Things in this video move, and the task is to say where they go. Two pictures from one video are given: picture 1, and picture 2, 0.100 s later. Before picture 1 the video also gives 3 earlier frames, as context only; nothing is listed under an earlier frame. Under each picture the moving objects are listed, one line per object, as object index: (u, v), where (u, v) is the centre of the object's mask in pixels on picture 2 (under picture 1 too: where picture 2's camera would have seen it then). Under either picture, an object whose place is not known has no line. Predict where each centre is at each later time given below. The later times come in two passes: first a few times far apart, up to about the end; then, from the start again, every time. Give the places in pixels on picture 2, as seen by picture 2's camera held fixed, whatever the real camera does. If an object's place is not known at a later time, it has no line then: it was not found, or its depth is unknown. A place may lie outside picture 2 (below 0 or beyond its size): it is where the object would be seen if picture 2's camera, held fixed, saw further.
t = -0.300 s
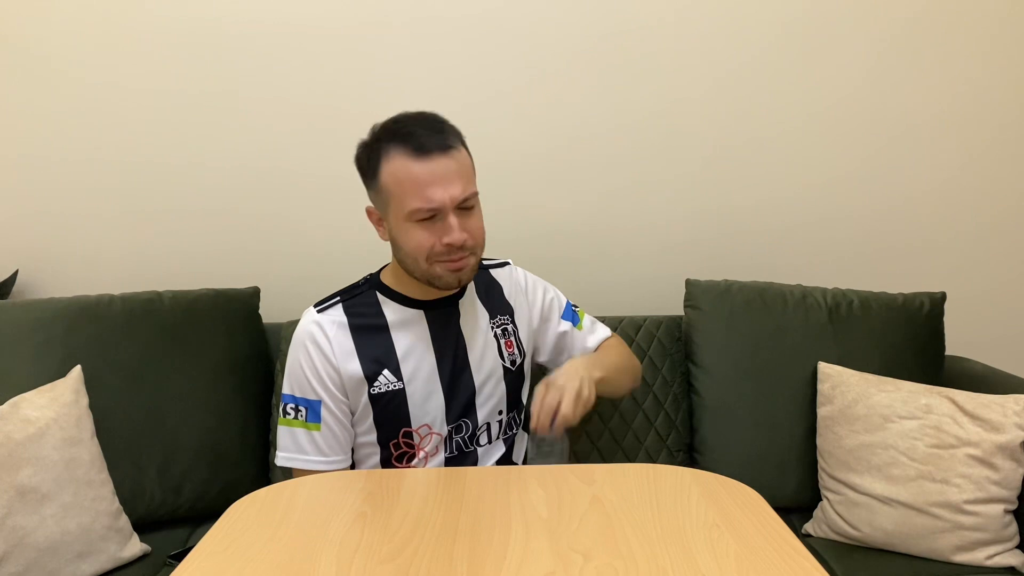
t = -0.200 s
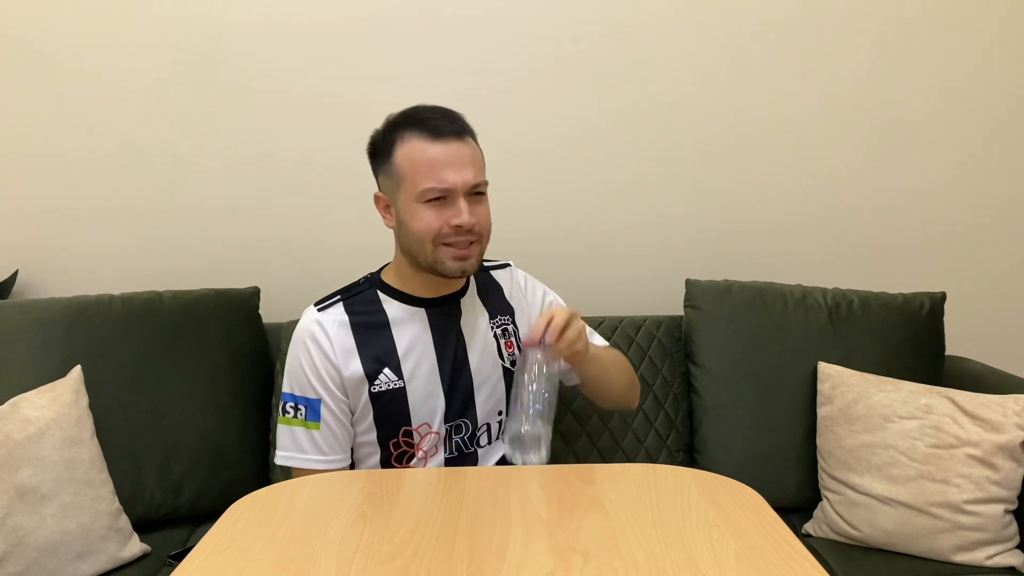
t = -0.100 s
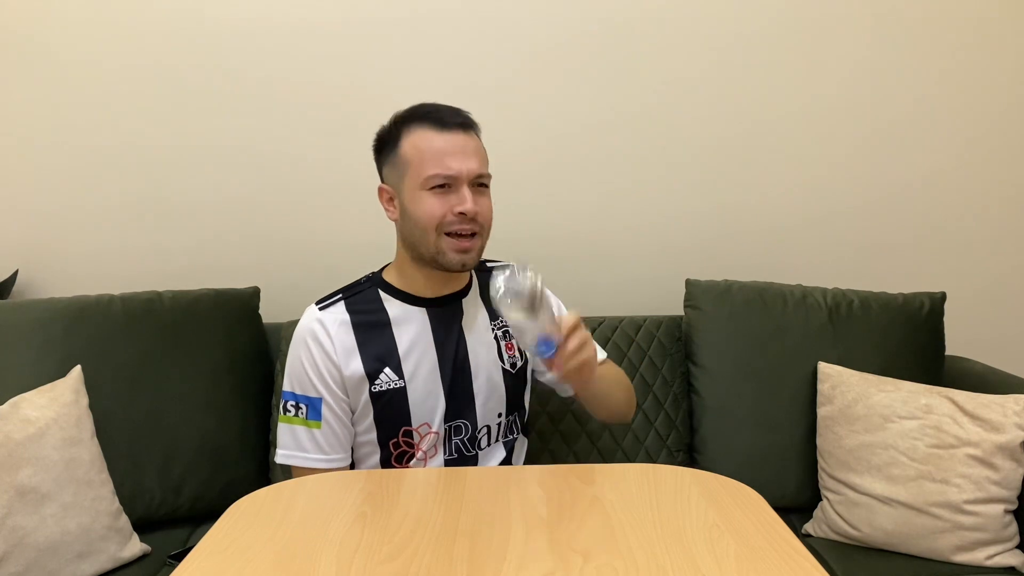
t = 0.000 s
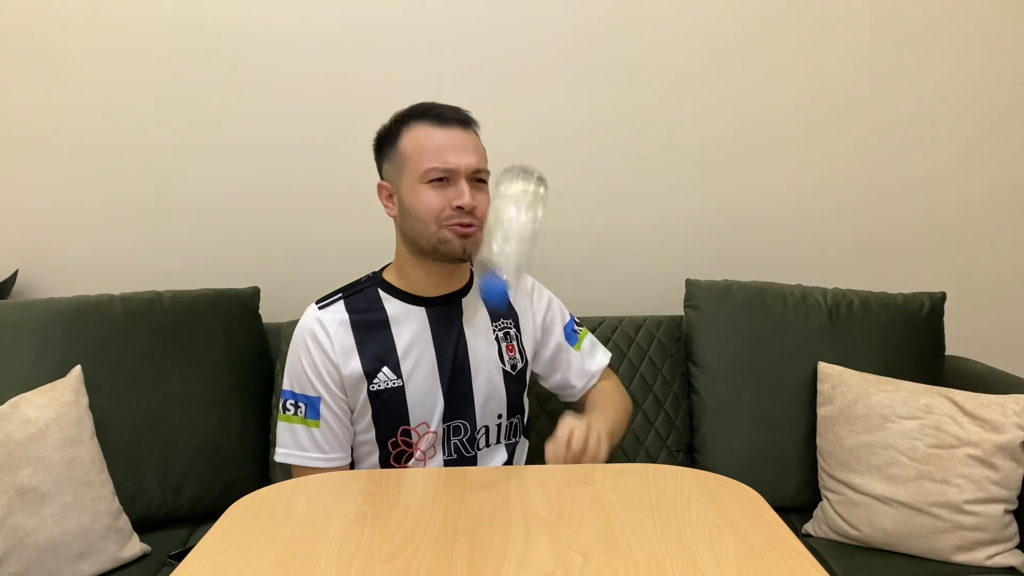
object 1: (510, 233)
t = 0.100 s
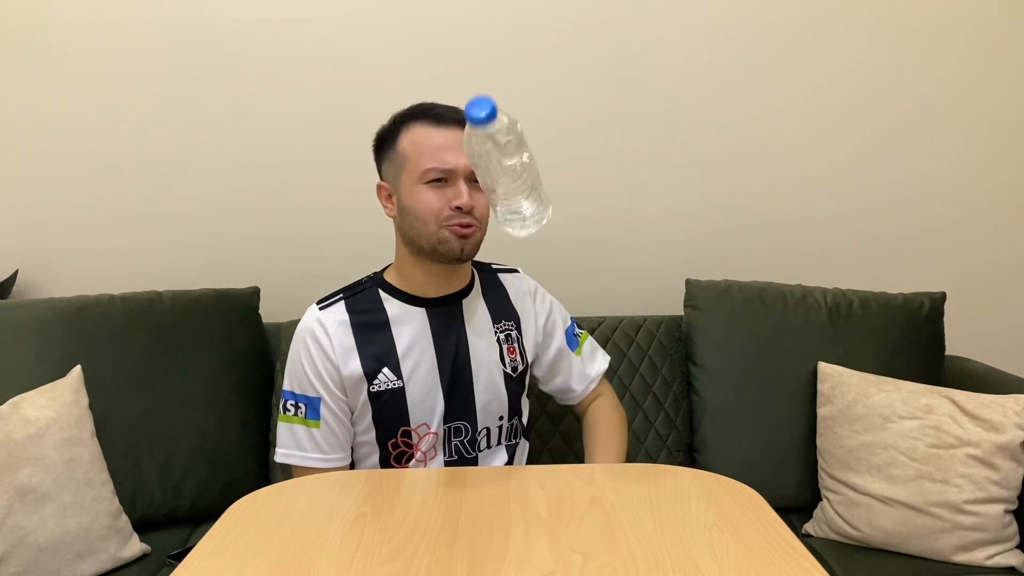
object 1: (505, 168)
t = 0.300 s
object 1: (522, 419)
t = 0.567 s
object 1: (545, 504)
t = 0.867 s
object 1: (576, 511)
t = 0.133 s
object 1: (508, 175)
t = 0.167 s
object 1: (512, 198)
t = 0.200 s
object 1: (516, 235)
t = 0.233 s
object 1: (519, 283)
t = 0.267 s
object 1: (520, 345)
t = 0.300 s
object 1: (522, 419)
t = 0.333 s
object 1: (524, 453)
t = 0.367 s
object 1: (527, 469)
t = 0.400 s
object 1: (530, 491)
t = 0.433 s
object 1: (532, 501)
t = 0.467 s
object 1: (535, 502)
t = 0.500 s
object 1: (537, 503)
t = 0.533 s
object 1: (540, 503)
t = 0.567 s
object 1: (545, 504)
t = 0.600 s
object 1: (549, 505)
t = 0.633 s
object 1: (552, 506)
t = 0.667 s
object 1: (556, 506)
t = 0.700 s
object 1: (558, 507)
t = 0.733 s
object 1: (561, 507)
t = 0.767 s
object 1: (565, 509)
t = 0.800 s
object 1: (570, 510)
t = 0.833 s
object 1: (574, 510)
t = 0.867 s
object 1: (576, 511)
